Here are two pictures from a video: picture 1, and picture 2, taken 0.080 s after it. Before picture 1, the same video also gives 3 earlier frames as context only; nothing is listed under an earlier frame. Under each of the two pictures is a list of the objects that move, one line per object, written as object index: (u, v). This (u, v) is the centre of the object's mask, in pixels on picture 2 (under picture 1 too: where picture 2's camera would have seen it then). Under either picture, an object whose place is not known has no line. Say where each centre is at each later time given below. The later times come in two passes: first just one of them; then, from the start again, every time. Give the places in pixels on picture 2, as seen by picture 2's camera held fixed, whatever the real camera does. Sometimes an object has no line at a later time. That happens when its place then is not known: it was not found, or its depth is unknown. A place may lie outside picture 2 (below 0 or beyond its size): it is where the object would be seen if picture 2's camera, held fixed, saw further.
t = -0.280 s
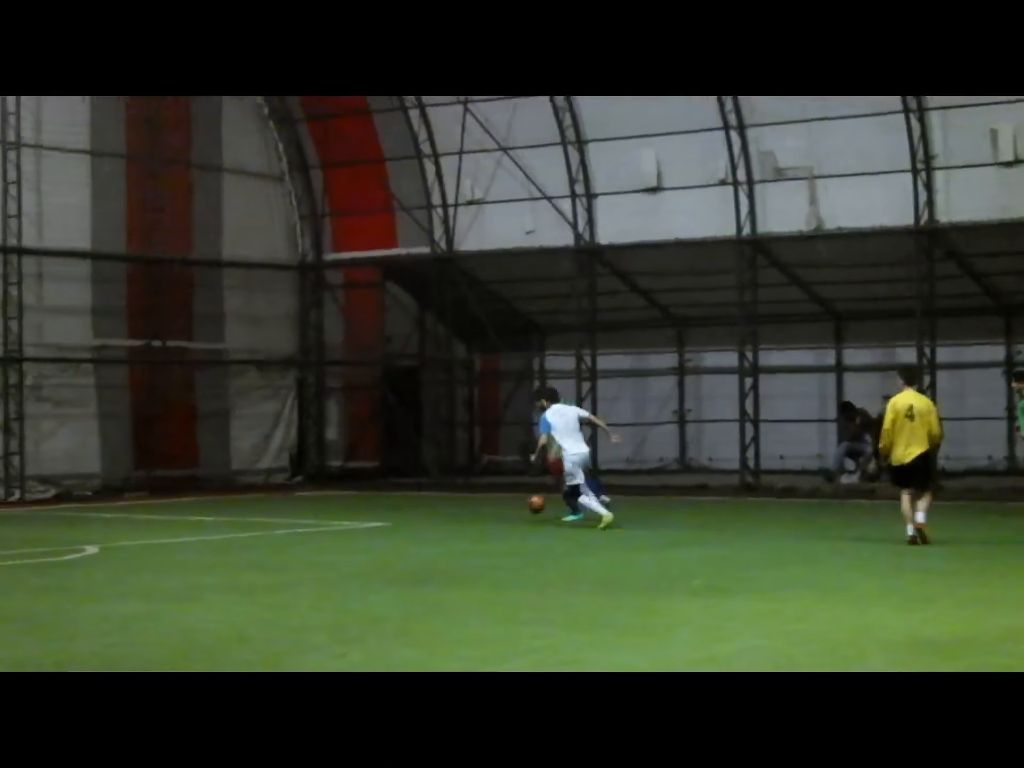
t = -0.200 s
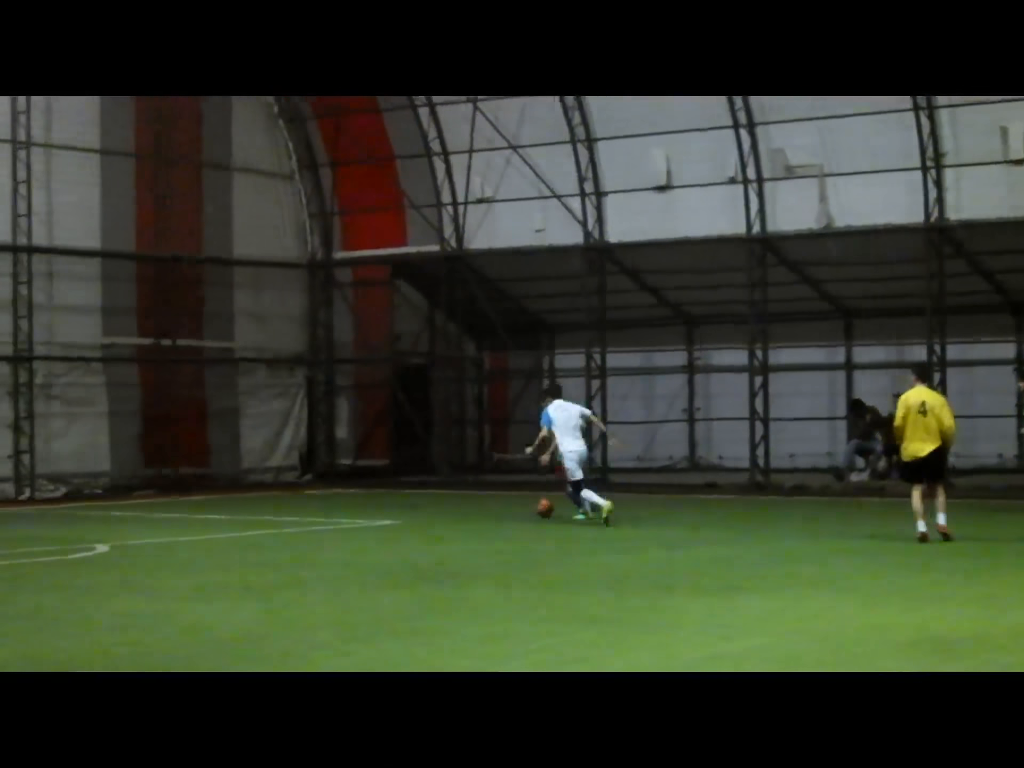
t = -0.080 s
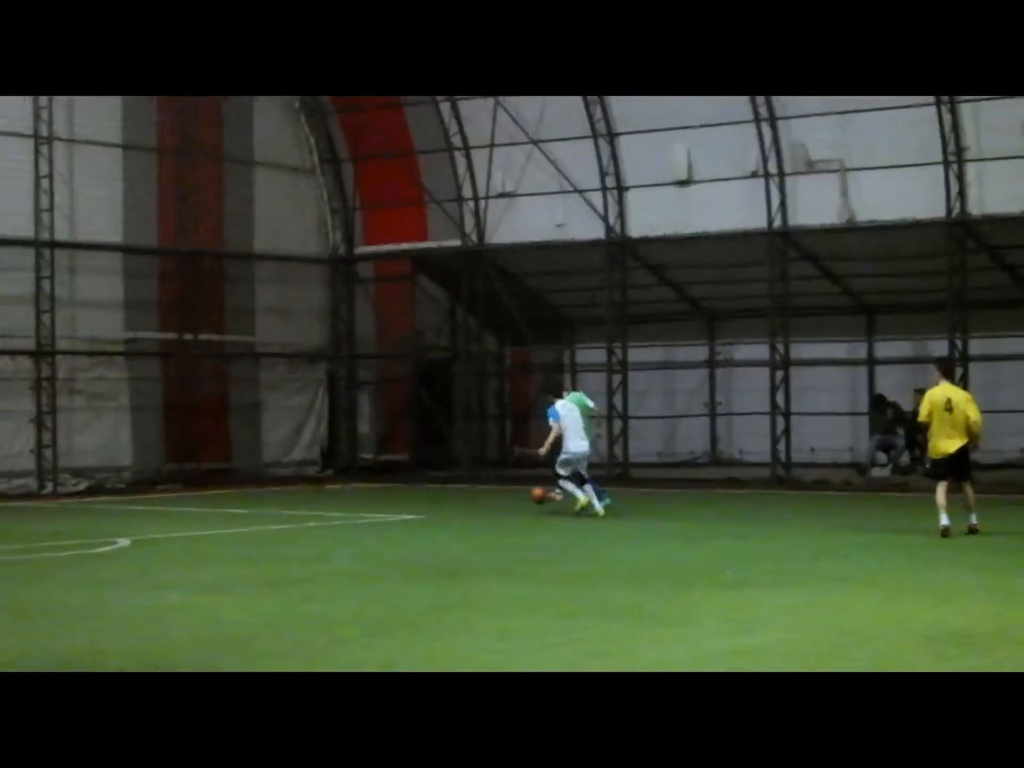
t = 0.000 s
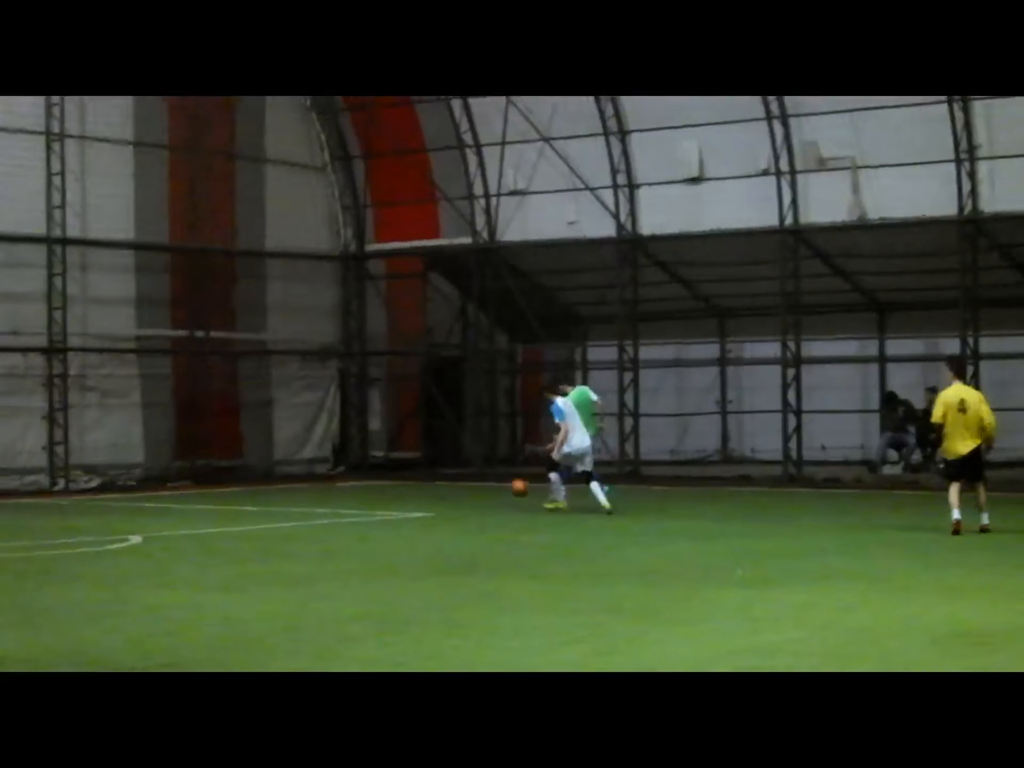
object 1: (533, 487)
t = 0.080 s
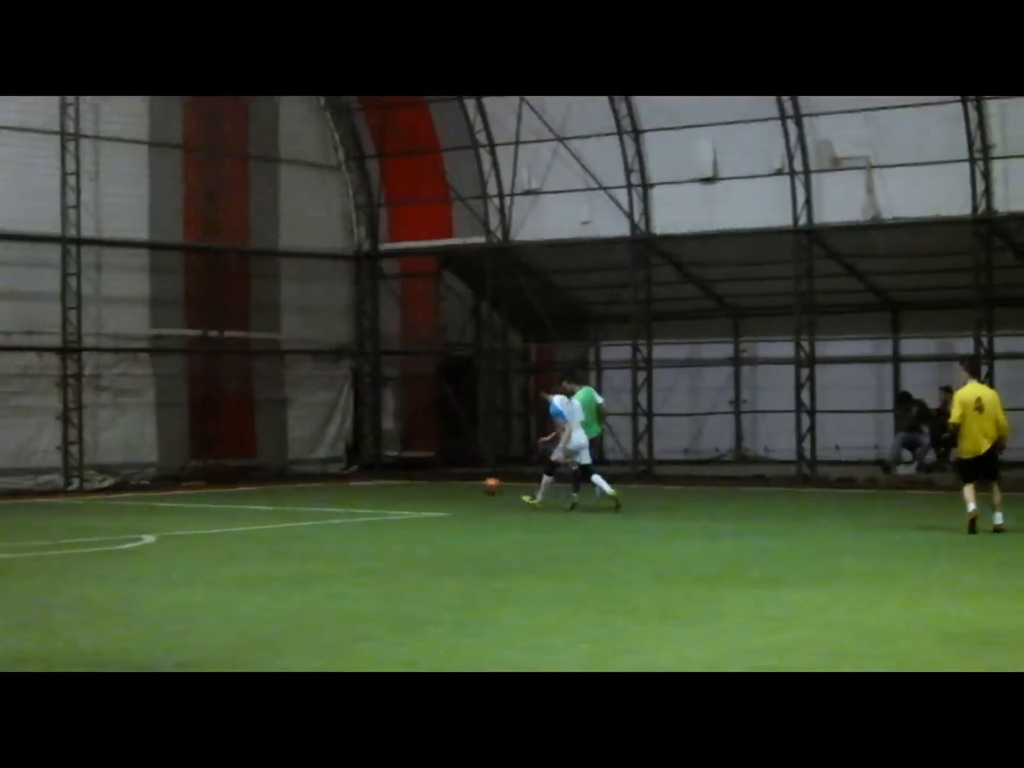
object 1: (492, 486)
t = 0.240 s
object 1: (408, 502)
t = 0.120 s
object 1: (465, 488)
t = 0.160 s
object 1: (449, 490)
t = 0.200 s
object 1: (433, 495)
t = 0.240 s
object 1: (408, 502)
